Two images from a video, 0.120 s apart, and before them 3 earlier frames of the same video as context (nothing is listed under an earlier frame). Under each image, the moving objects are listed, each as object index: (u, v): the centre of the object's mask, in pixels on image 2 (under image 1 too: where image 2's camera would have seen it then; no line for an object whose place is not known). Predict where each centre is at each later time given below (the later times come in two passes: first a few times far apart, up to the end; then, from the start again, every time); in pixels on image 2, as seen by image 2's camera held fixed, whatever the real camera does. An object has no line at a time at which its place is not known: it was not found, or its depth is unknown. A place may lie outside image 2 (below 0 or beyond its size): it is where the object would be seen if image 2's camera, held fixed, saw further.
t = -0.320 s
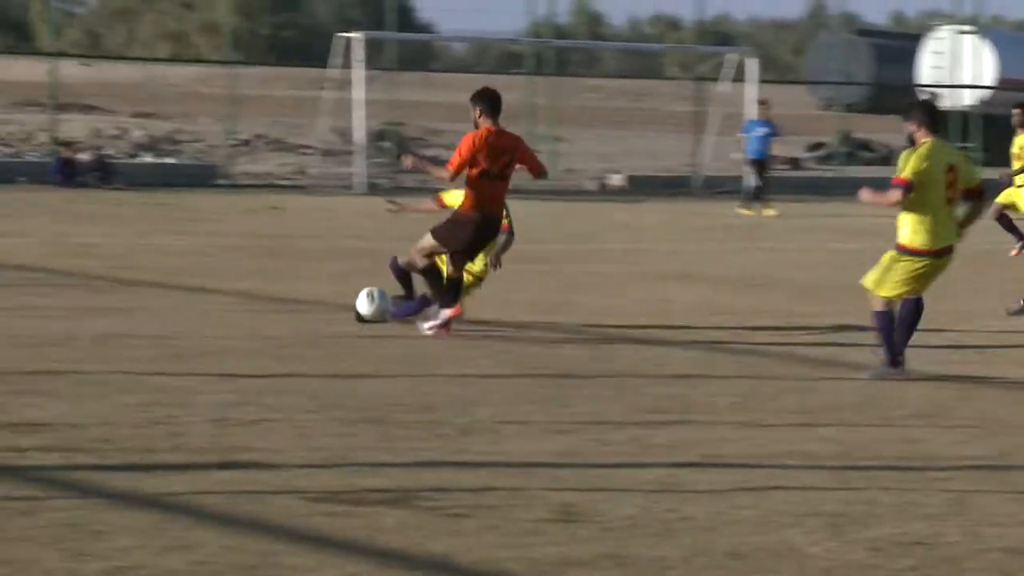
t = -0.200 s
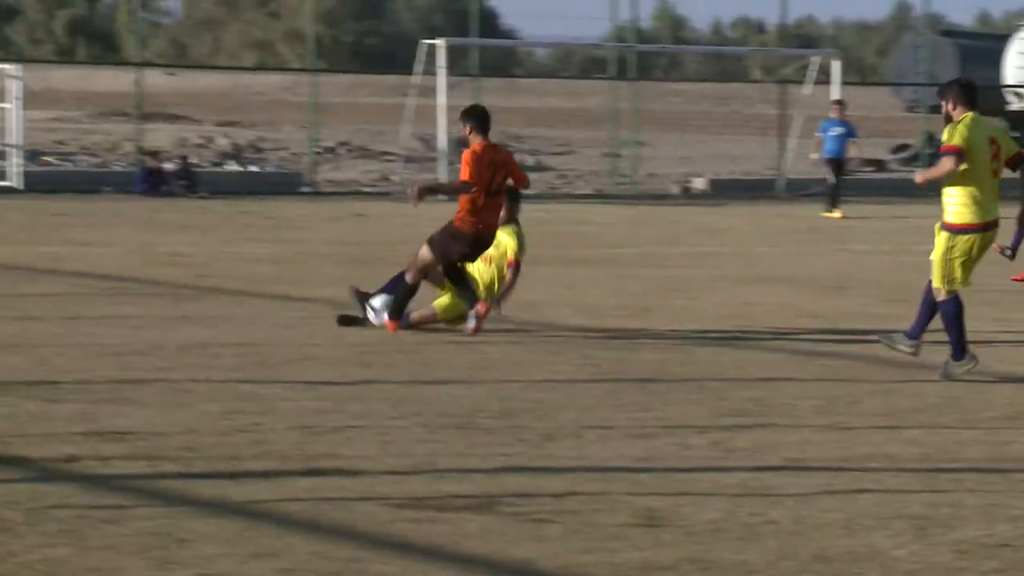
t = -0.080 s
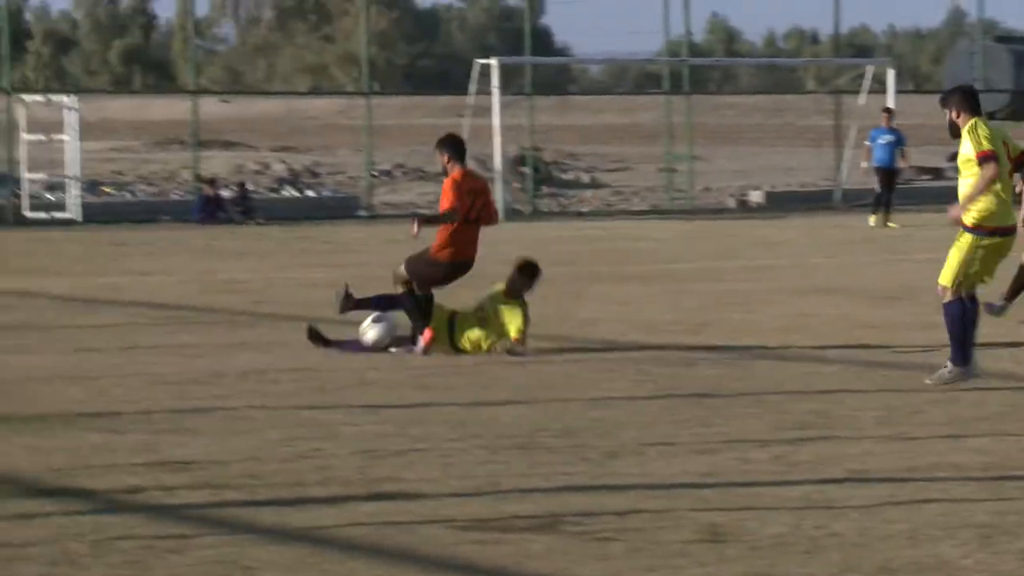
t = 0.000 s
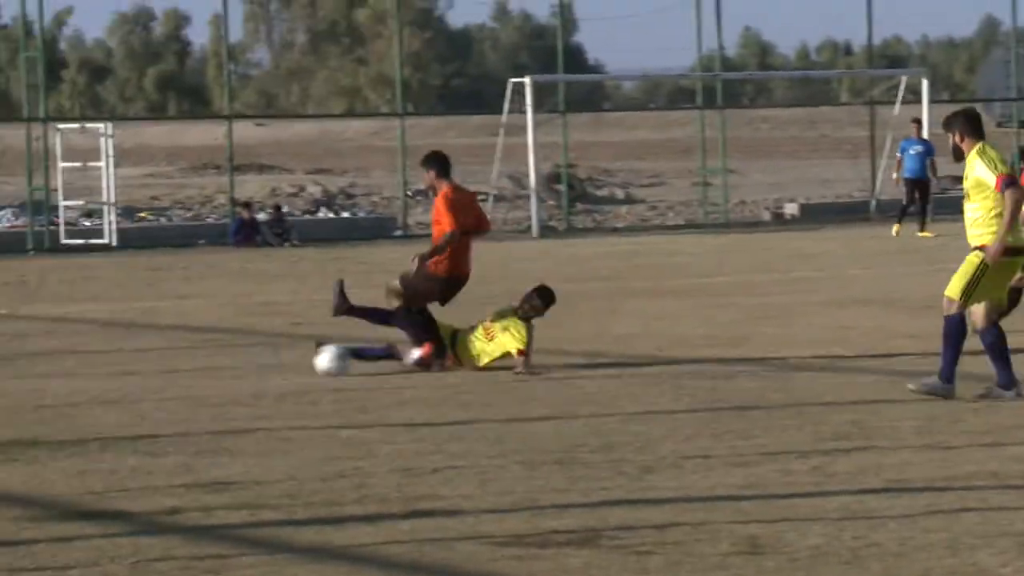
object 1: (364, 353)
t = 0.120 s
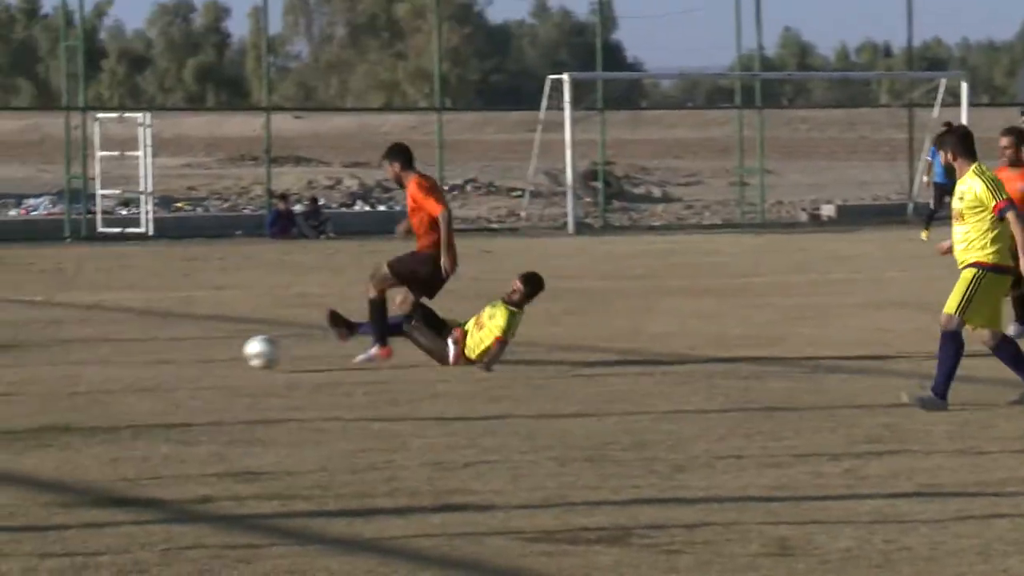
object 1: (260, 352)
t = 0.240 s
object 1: (165, 353)
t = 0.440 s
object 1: (19, 359)
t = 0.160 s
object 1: (225, 355)
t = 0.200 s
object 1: (195, 356)
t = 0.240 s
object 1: (165, 353)
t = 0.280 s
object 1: (136, 354)
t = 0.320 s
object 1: (107, 356)
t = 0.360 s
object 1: (77, 361)
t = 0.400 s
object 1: (48, 361)
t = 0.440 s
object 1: (19, 359)
